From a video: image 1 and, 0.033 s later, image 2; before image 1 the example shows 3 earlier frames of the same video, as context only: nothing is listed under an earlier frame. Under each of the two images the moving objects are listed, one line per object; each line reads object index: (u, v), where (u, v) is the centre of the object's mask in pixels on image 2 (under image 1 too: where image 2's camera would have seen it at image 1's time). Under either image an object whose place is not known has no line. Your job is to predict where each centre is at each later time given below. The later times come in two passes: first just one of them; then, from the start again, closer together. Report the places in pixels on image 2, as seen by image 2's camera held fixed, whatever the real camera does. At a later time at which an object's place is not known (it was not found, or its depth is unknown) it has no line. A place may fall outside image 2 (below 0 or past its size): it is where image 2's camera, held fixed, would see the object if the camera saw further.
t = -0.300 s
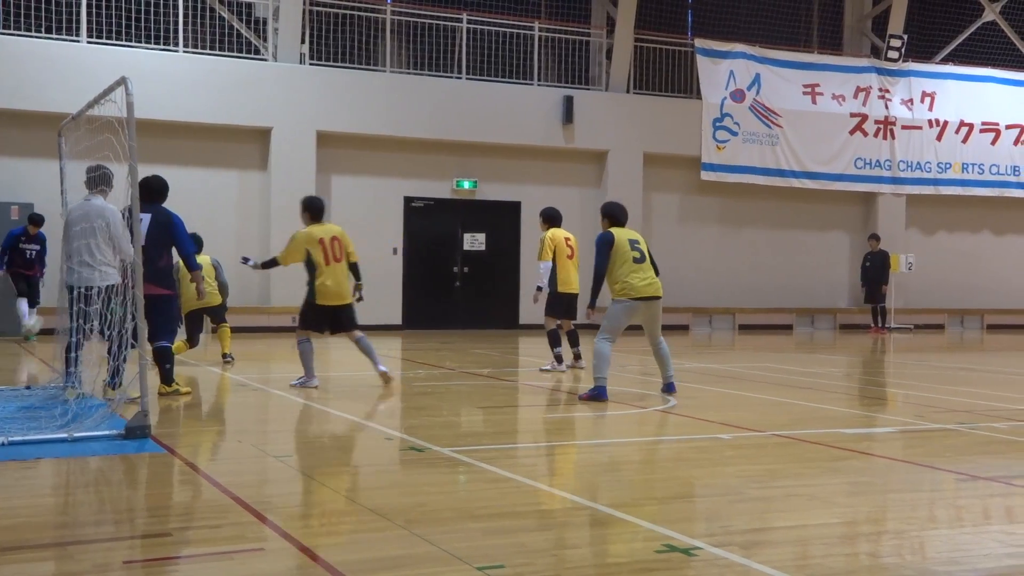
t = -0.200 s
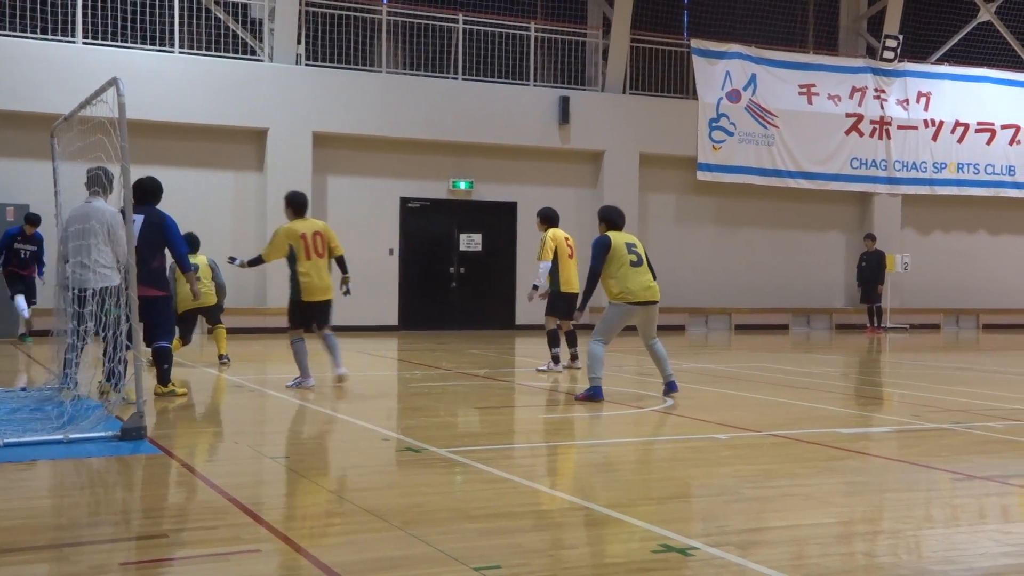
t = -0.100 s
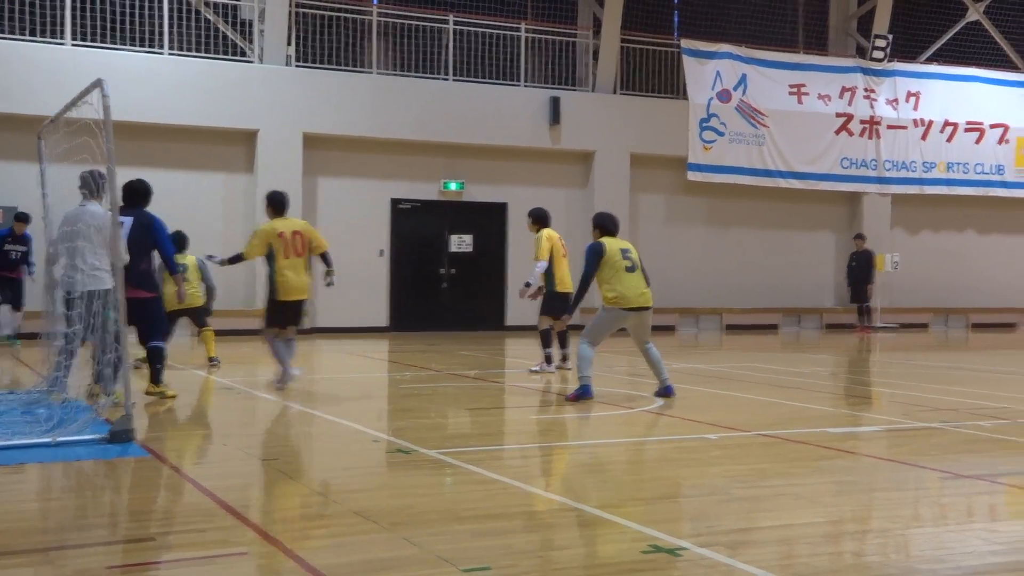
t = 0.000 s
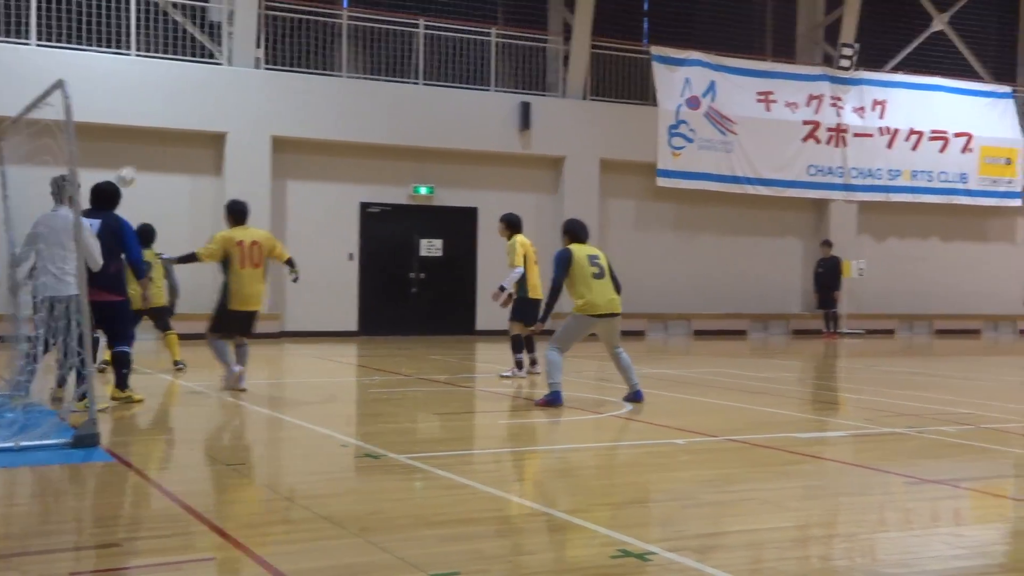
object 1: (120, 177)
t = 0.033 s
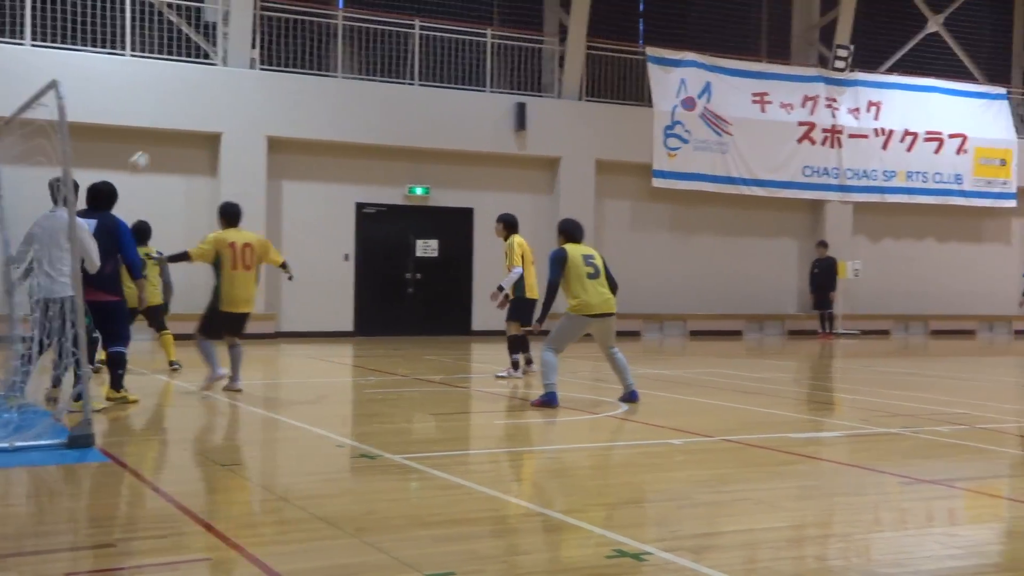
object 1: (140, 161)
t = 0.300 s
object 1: (297, 76)
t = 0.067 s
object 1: (157, 147)
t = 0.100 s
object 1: (176, 136)
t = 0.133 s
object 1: (194, 125)
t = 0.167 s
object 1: (210, 114)
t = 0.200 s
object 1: (229, 103)
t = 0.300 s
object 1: (297, 76)
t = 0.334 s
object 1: (322, 68)
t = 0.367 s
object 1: (345, 64)
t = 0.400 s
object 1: (368, 61)
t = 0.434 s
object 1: (392, 58)
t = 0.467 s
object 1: (416, 56)
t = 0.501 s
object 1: (441, 56)
